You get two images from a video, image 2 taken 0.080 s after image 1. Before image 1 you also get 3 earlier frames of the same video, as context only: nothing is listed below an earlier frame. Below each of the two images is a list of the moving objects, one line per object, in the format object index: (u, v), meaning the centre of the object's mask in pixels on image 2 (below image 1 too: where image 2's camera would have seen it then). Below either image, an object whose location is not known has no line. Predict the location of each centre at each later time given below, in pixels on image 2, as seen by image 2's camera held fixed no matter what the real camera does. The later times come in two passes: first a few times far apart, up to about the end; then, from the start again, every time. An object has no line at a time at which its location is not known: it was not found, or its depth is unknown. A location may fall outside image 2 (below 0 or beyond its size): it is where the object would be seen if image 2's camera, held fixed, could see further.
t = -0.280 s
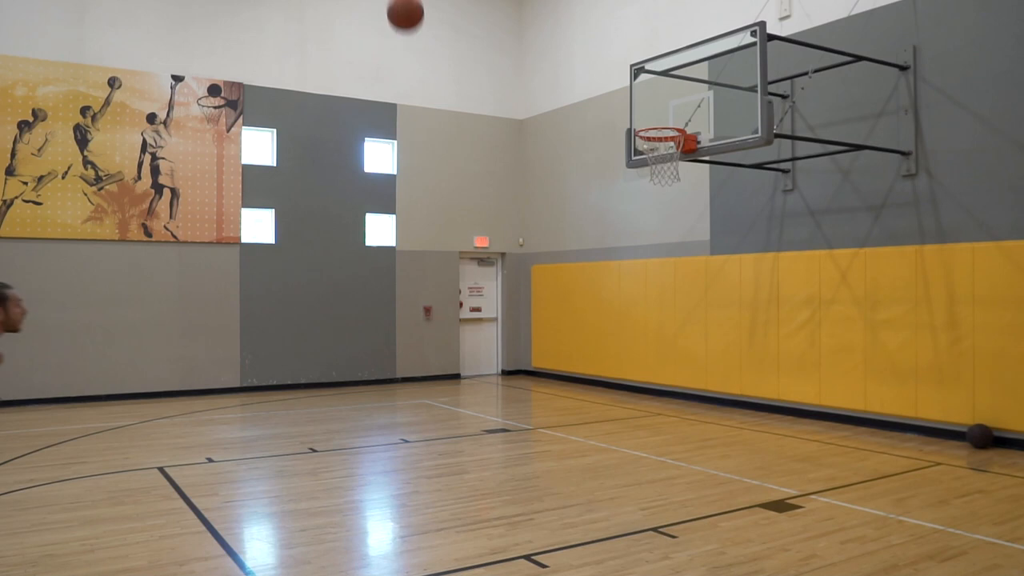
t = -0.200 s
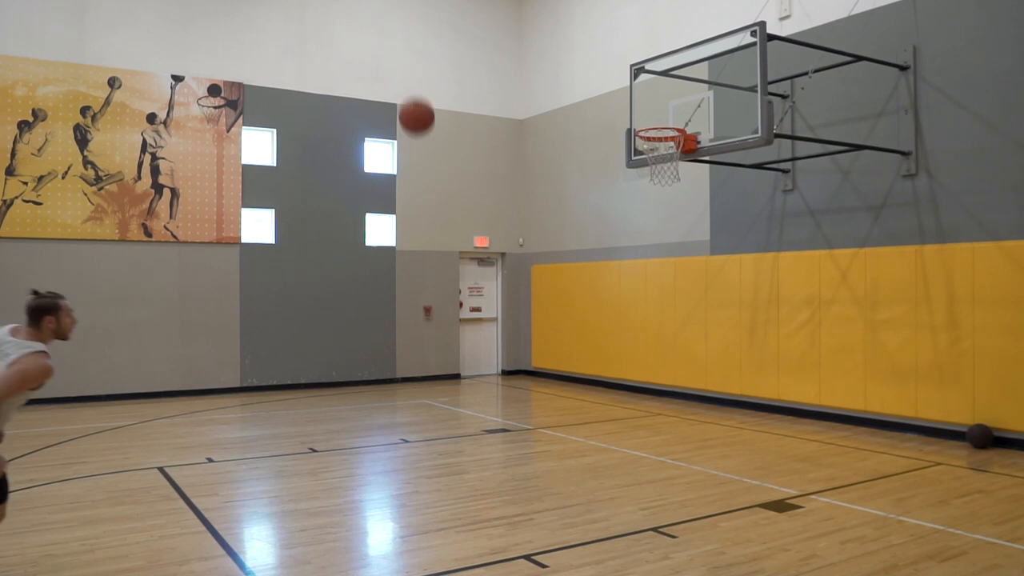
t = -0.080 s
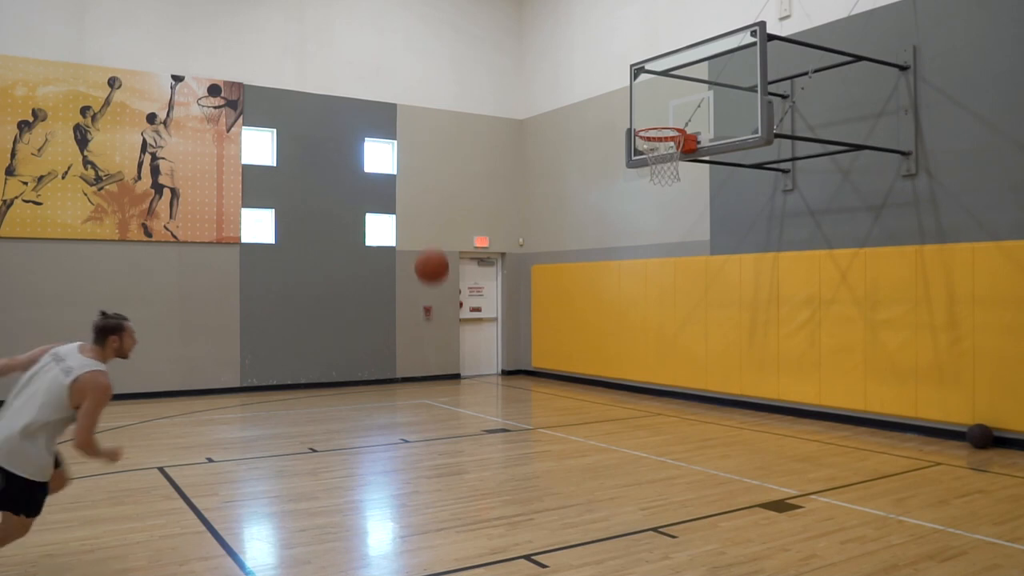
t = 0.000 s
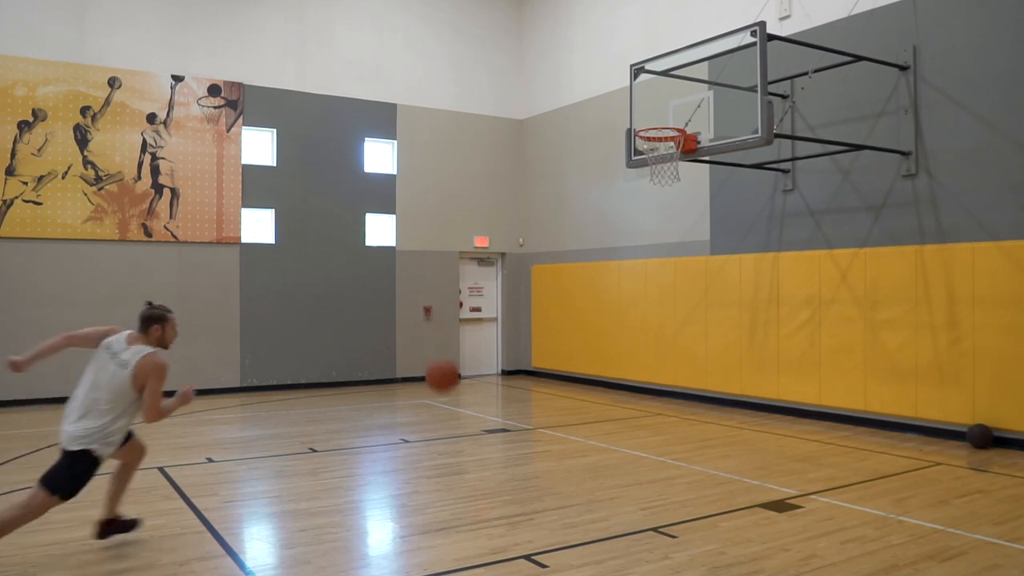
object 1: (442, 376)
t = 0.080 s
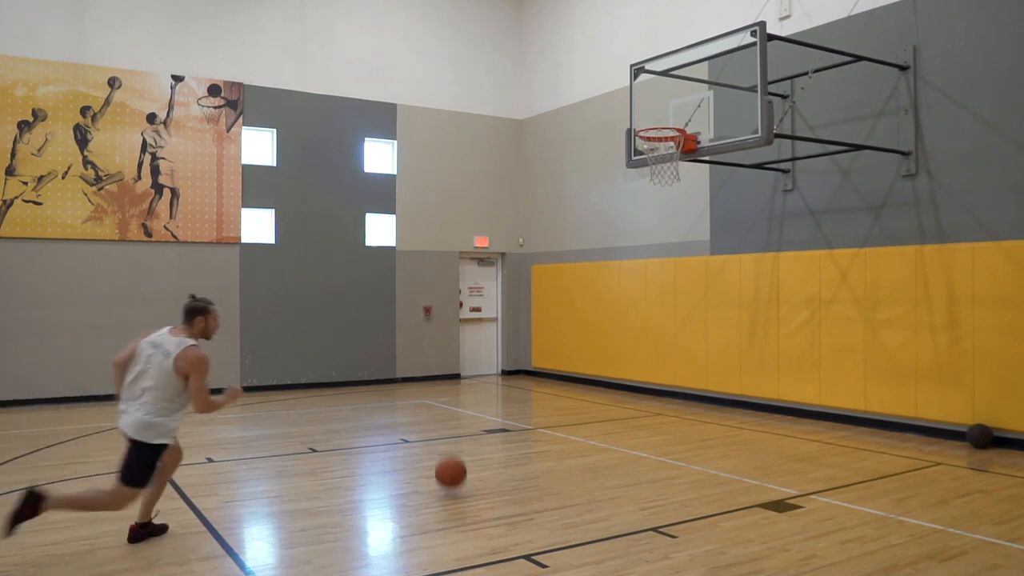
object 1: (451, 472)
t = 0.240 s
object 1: (457, 342)
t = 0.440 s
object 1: (465, 209)
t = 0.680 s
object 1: (474, 122)
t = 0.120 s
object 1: (452, 453)
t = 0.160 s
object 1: (454, 414)
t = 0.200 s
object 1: (456, 377)
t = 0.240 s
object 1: (457, 342)
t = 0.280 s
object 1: (458, 316)
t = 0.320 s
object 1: (460, 286)
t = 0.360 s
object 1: (461, 257)
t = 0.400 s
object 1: (463, 232)
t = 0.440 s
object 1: (465, 209)
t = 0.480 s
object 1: (466, 192)
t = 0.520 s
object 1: (468, 173)
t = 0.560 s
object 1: (469, 156)
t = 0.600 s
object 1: (471, 142)
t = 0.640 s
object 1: (473, 130)
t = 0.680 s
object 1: (474, 122)
